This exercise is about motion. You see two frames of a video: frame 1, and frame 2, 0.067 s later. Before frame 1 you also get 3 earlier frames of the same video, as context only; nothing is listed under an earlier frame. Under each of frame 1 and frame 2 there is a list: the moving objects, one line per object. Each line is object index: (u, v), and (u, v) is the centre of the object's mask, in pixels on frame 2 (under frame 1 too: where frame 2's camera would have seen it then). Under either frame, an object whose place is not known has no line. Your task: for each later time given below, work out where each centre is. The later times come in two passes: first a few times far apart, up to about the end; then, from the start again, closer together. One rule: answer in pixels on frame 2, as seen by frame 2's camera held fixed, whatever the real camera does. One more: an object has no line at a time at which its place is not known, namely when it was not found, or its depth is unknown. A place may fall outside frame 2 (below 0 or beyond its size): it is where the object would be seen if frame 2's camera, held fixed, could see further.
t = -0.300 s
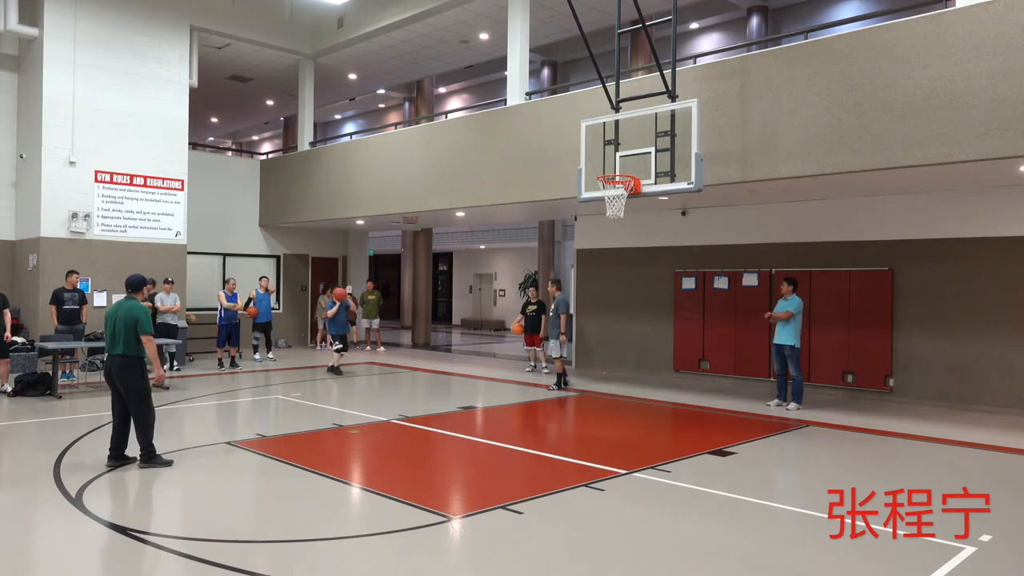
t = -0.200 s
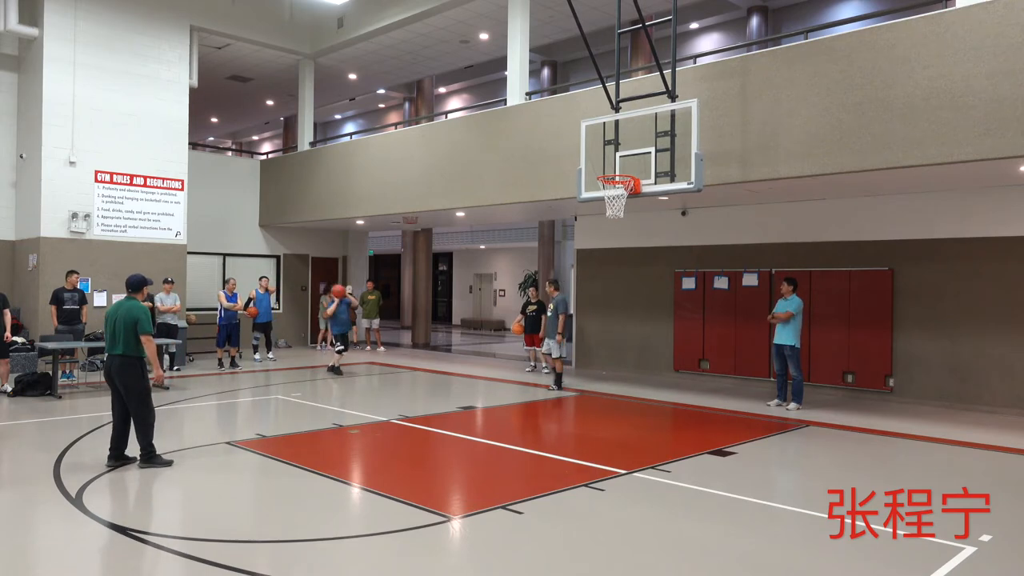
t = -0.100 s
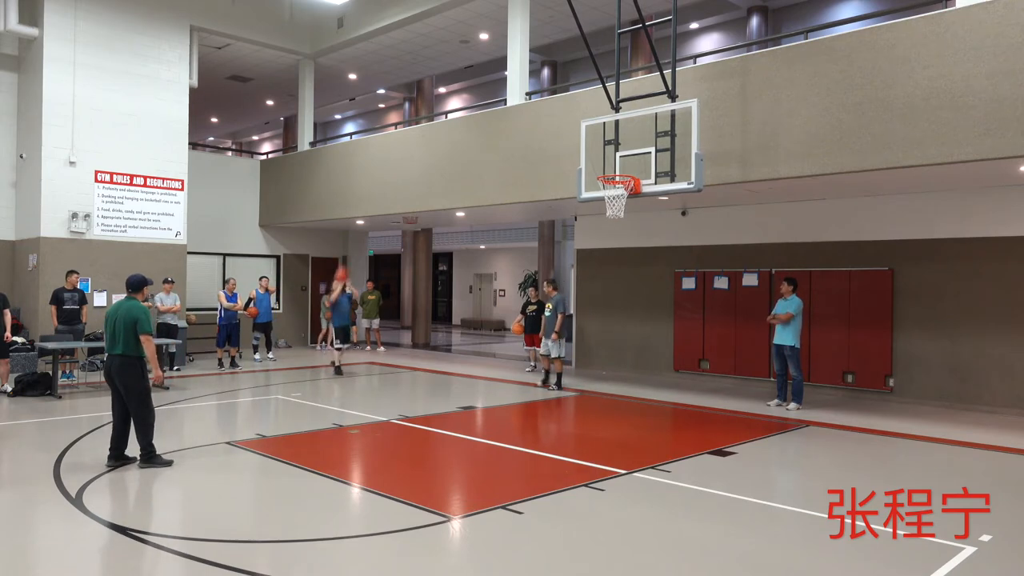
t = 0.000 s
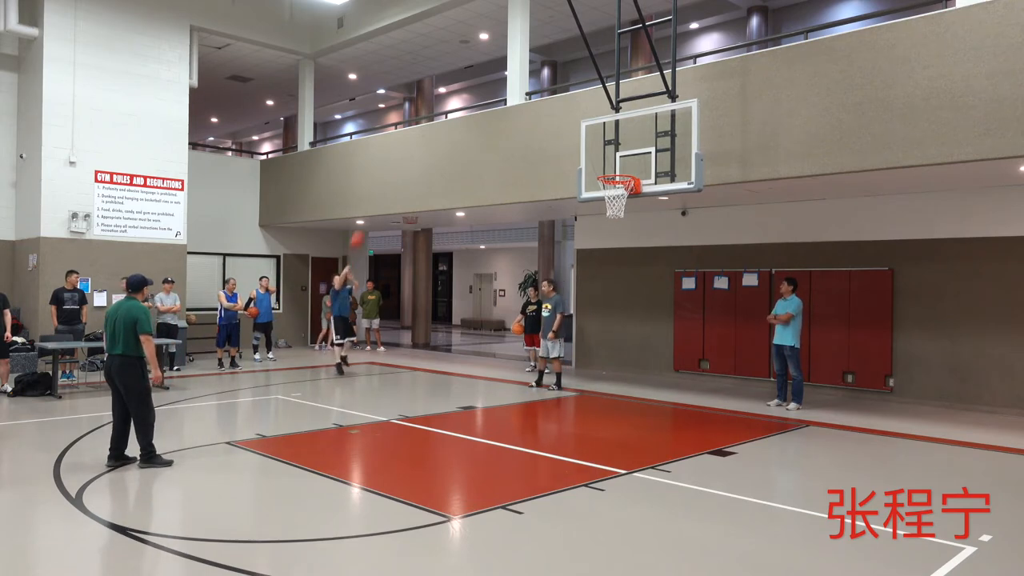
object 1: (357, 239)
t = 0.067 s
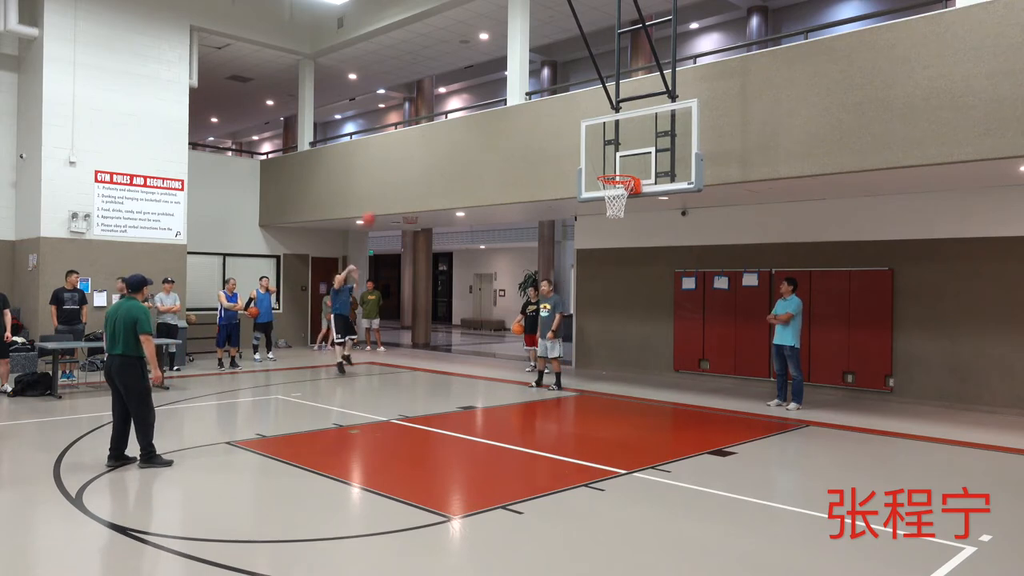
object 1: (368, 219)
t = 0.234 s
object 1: (398, 172)
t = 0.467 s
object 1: (447, 127)
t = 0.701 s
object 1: (501, 112)
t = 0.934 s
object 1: (565, 134)
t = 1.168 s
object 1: (611, 159)
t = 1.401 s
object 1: (628, 172)
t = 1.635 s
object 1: (645, 237)
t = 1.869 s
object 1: (664, 369)
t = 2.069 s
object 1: (689, 407)
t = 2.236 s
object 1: (717, 338)
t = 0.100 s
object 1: (374, 209)
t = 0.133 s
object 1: (380, 199)
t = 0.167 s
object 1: (386, 190)
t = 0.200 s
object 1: (392, 181)
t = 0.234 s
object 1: (398, 172)
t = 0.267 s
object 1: (405, 164)
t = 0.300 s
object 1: (412, 157)
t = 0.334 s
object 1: (419, 149)
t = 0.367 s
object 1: (426, 143)
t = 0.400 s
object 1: (433, 137)
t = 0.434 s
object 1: (440, 132)
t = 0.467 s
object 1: (447, 127)
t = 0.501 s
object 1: (454, 123)
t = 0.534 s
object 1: (462, 120)
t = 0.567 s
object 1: (469, 117)
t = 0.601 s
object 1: (477, 114)
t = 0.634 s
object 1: (485, 113)
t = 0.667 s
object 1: (494, 112)
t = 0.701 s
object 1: (501, 112)
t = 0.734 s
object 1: (511, 113)
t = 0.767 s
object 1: (519, 114)
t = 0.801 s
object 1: (528, 116)
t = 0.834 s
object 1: (536, 120)
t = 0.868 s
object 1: (546, 124)
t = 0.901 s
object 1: (555, 129)
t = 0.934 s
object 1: (565, 134)
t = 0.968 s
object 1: (573, 141)
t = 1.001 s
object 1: (584, 149)
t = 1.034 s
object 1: (595, 158)
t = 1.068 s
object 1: (605, 166)
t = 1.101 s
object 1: (607, 164)
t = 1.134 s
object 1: (608, 161)
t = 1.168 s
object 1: (611, 159)
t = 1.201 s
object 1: (613, 159)
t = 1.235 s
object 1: (616, 159)
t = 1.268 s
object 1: (618, 159)
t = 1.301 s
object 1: (620, 161)
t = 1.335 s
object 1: (623, 164)
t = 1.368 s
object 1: (625, 167)
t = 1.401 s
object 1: (628, 172)
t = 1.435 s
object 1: (630, 177)
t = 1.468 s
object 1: (633, 185)
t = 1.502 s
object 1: (636, 193)
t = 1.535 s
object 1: (637, 203)
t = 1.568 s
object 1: (640, 213)
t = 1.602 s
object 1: (642, 224)
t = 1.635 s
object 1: (645, 237)
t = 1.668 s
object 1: (648, 254)
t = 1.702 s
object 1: (650, 268)
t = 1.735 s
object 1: (653, 286)
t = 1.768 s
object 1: (656, 304)
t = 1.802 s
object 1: (658, 323)
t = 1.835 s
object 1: (661, 345)
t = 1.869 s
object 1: (664, 369)
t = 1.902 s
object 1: (667, 390)
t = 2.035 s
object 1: (683, 421)
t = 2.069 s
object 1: (689, 407)
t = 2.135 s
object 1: (700, 376)
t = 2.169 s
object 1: (705, 361)
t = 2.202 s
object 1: (711, 348)
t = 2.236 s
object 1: (717, 338)
